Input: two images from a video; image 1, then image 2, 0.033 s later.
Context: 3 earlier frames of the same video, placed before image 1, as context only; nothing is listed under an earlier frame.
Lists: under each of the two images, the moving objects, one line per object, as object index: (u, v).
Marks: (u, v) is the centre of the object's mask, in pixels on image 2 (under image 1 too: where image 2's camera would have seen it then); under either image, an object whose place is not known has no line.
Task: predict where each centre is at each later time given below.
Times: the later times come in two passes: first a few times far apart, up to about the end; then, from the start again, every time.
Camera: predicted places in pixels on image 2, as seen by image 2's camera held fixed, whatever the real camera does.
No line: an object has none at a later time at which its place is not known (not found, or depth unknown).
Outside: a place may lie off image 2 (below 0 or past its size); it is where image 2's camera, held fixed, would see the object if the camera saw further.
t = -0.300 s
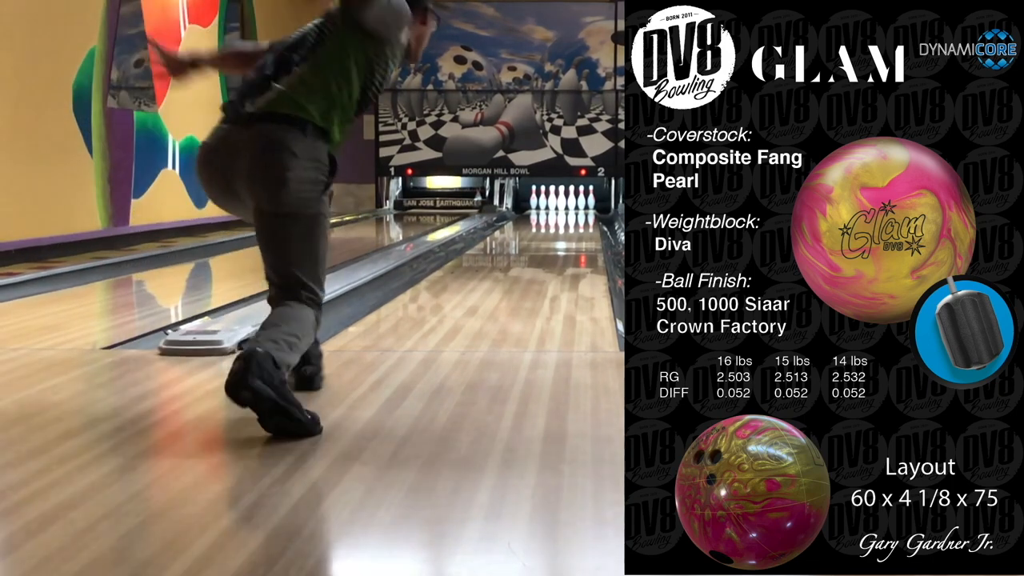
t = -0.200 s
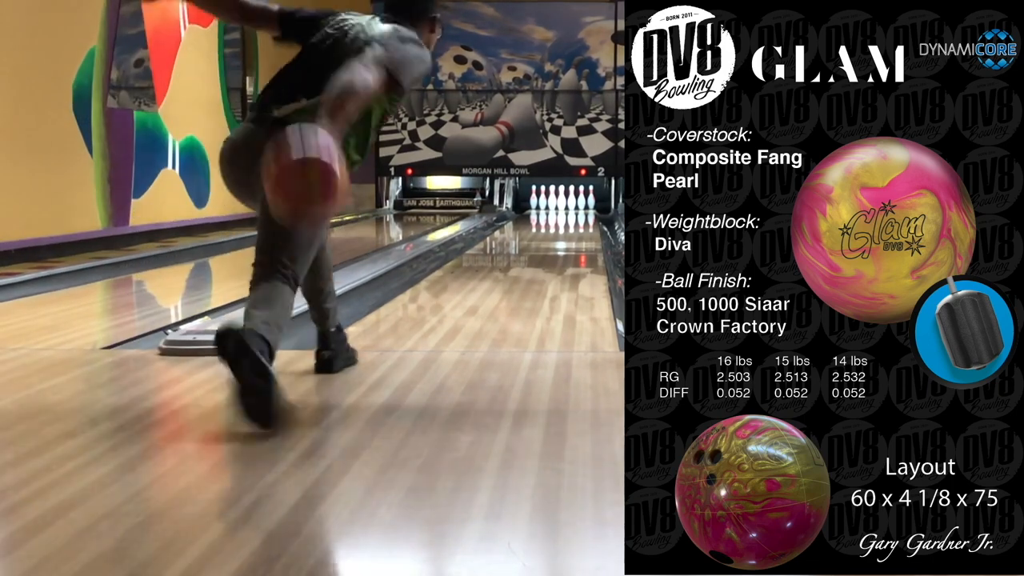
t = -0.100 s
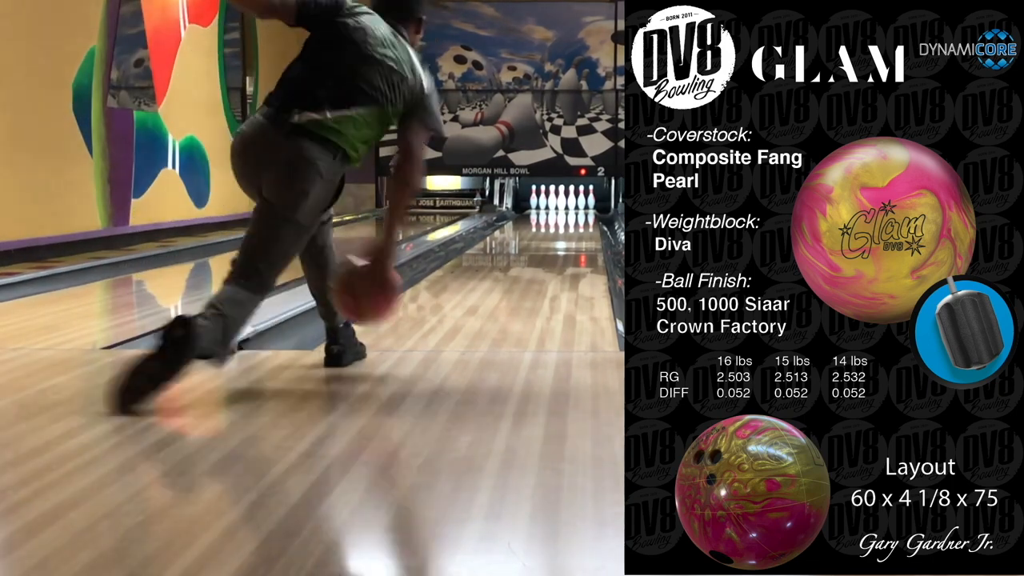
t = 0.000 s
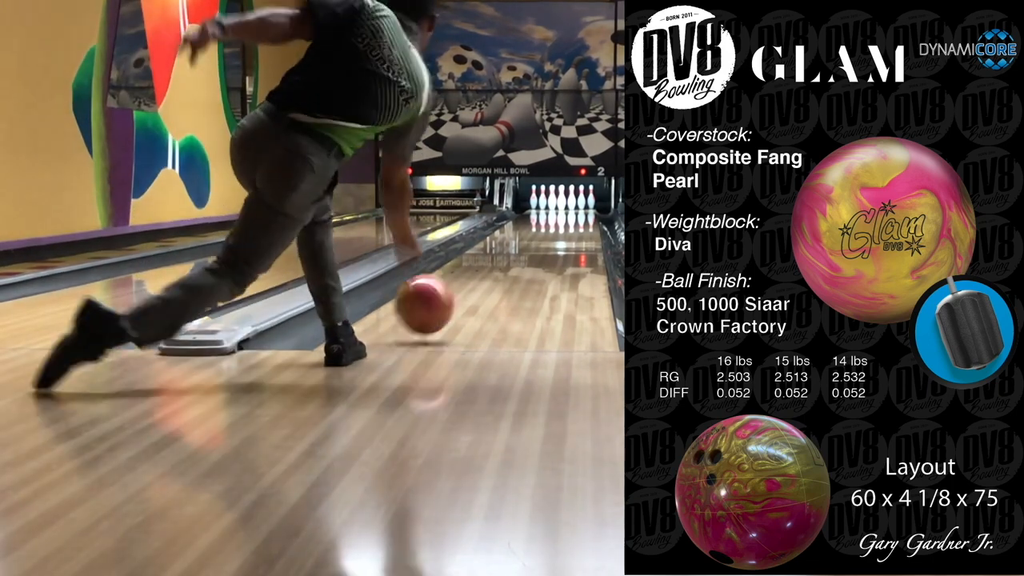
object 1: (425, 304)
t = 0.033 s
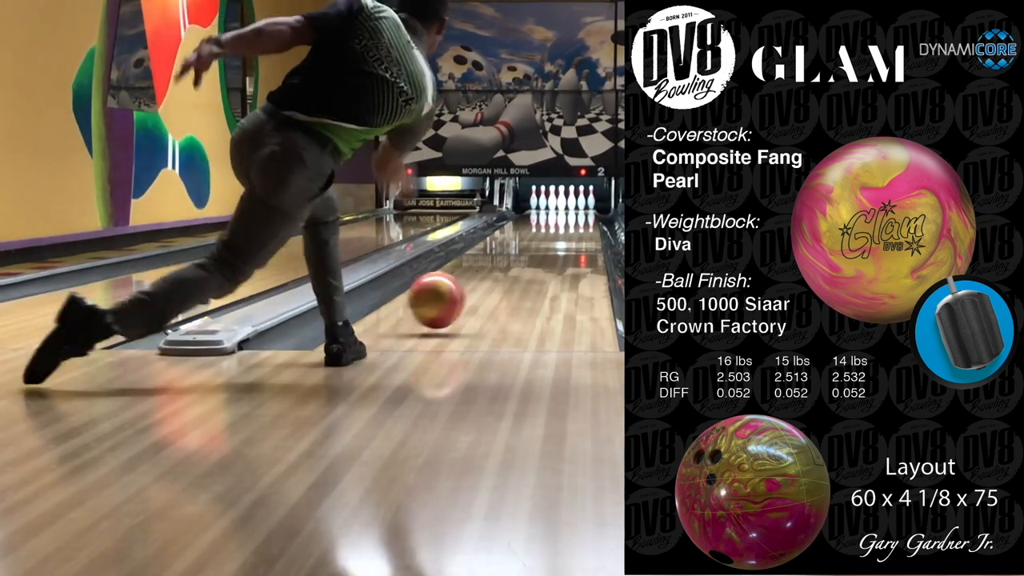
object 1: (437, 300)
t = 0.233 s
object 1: (490, 276)
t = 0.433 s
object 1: (524, 258)
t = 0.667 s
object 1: (549, 244)
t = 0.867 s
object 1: (565, 234)
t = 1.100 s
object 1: (577, 224)
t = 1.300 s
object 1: (584, 219)
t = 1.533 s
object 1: (589, 214)
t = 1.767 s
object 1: (587, 210)
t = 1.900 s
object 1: (583, 208)
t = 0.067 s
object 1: (448, 298)
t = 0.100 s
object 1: (458, 293)
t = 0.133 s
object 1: (468, 289)
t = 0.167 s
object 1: (475, 284)
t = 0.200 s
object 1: (483, 281)
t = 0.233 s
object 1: (490, 276)
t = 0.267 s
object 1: (497, 272)
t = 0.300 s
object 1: (503, 270)
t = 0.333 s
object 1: (509, 266)
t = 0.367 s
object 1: (514, 263)
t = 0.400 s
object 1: (519, 260)
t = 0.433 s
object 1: (524, 258)
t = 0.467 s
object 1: (528, 255)
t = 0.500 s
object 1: (532, 253)
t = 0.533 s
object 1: (536, 251)
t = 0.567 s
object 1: (540, 250)
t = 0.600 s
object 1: (543, 247)
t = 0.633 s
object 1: (546, 246)
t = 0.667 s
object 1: (549, 244)
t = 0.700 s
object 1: (552, 241)
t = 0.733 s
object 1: (555, 240)
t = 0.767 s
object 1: (557, 239)
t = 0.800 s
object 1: (559, 237)
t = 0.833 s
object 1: (562, 236)
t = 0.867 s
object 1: (565, 234)
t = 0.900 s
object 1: (567, 233)
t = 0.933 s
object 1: (568, 231)
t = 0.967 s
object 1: (571, 230)
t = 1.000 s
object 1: (572, 229)
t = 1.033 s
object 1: (574, 227)
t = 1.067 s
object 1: (576, 226)
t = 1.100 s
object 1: (577, 224)
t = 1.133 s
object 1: (578, 224)
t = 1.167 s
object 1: (579, 222)
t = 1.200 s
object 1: (581, 221)
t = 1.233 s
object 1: (583, 220)
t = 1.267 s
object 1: (584, 219)
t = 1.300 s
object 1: (584, 219)
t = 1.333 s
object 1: (585, 218)
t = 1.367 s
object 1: (587, 217)
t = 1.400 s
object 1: (587, 217)
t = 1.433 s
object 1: (588, 216)
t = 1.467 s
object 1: (588, 215)
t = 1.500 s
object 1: (589, 215)
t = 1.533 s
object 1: (589, 214)
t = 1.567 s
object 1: (589, 213)
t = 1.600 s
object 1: (590, 213)
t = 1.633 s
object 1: (590, 213)
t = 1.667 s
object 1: (589, 212)
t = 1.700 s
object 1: (589, 212)
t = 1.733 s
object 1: (588, 211)
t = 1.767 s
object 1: (587, 210)
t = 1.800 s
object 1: (587, 210)
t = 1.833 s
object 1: (586, 209)
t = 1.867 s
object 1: (585, 209)
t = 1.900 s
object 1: (583, 208)
